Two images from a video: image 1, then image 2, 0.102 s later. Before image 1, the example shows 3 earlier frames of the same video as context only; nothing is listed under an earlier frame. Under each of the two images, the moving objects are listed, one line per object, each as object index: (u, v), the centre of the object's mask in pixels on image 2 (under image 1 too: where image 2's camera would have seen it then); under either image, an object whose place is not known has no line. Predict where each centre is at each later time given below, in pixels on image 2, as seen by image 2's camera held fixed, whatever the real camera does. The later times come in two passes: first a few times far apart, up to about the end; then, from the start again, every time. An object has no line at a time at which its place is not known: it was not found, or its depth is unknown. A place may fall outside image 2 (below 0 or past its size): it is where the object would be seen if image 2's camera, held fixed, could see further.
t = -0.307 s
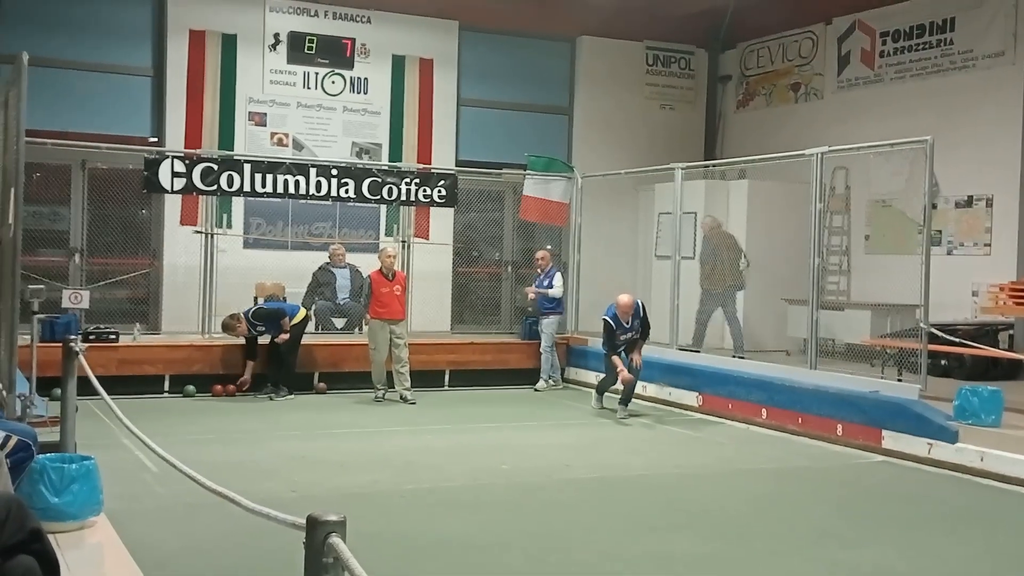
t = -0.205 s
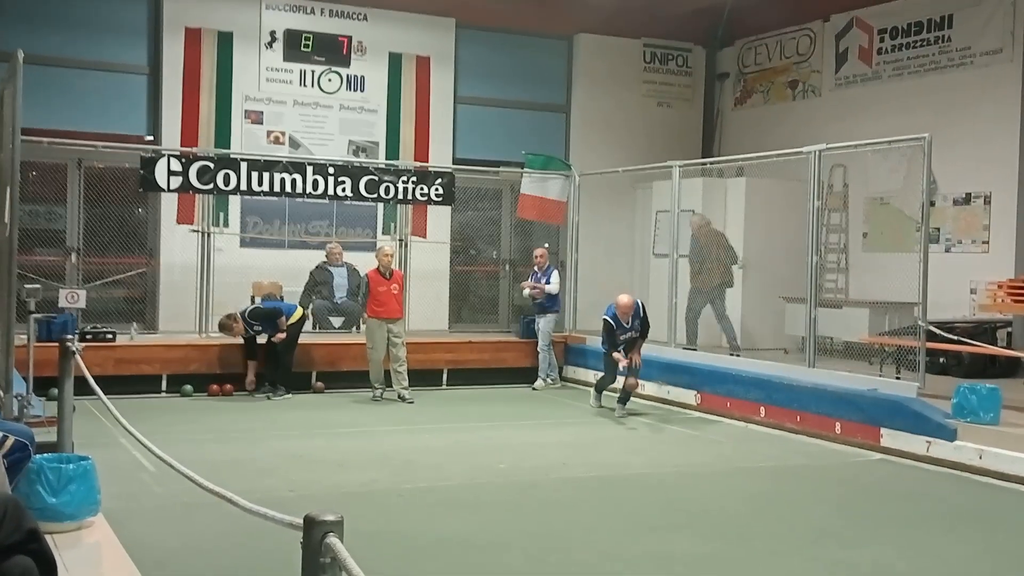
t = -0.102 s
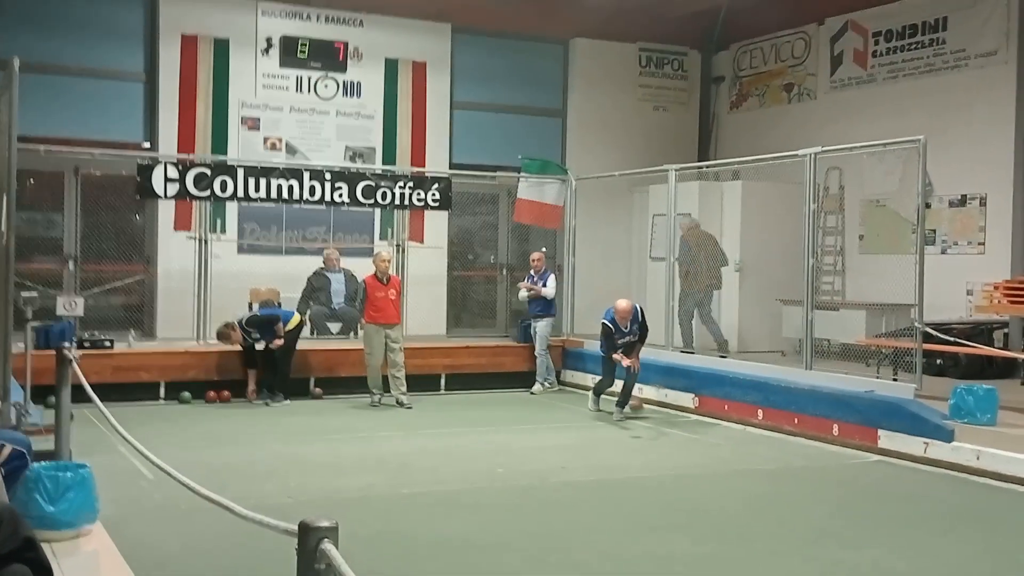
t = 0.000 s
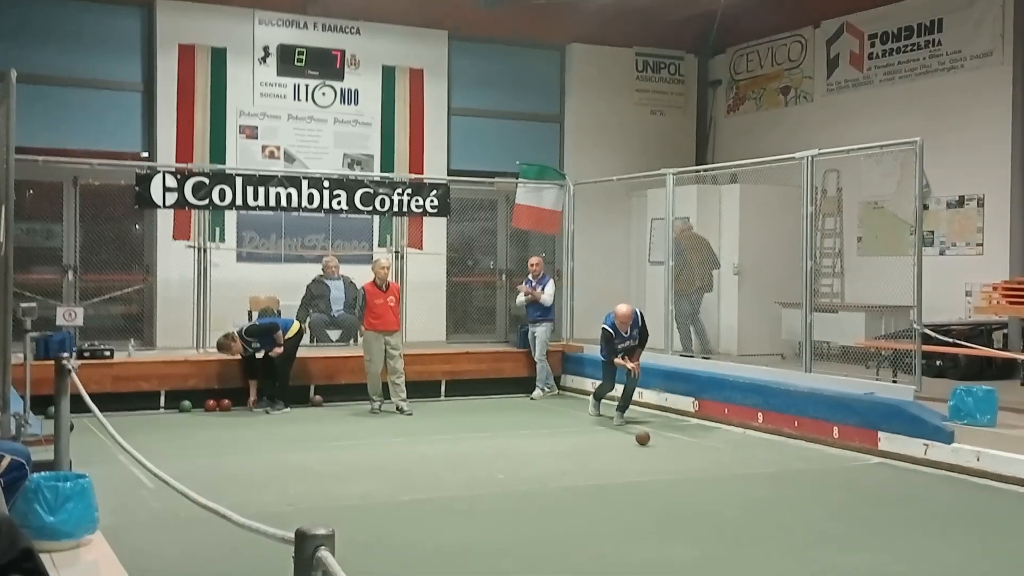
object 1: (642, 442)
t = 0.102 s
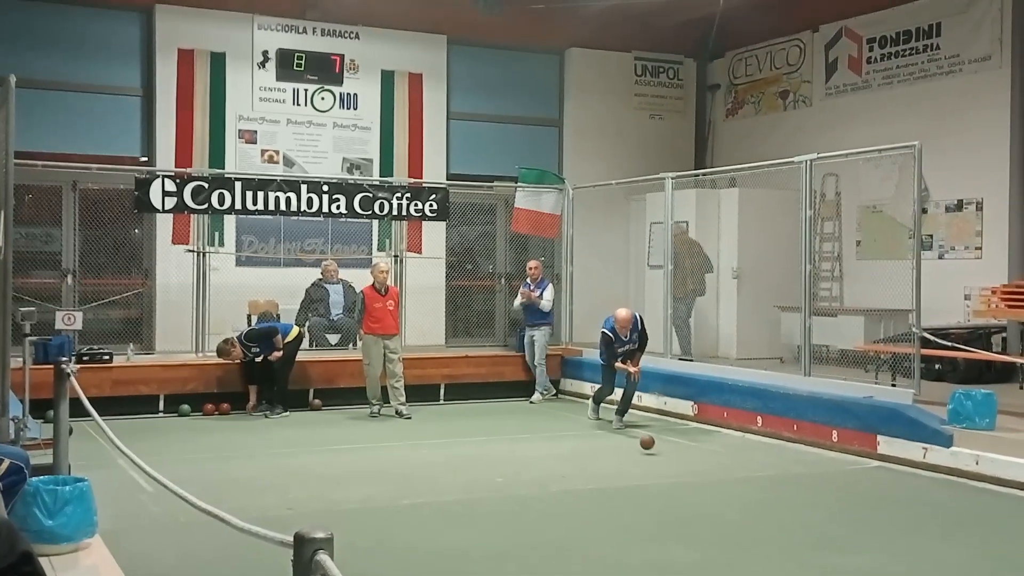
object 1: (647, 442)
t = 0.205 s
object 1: (653, 450)
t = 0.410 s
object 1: (666, 460)
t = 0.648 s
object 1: (682, 473)
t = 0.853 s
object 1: (698, 484)
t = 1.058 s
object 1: (716, 497)
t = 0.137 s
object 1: (649, 446)
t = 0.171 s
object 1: (651, 449)
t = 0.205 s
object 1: (653, 450)
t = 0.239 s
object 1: (655, 452)
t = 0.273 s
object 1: (657, 454)
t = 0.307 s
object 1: (659, 455)
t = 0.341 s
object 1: (662, 457)
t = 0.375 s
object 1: (663, 458)
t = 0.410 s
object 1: (666, 460)
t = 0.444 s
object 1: (668, 462)
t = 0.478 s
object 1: (670, 464)
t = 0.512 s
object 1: (673, 465)
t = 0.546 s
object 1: (675, 467)
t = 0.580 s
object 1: (678, 469)
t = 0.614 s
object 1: (680, 470)
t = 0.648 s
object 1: (682, 473)
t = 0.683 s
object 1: (685, 474)
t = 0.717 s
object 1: (687, 476)
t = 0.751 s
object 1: (690, 478)
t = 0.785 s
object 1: (693, 480)
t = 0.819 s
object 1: (696, 482)
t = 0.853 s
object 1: (698, 484)
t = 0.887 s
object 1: (701, 486)
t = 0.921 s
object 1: (704, 488)
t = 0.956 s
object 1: (707, 490)
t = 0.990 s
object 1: (710, 493)
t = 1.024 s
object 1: (713, 495)
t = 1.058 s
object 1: (716, 497)
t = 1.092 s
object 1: (719, 499)
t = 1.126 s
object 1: (722, 501)
